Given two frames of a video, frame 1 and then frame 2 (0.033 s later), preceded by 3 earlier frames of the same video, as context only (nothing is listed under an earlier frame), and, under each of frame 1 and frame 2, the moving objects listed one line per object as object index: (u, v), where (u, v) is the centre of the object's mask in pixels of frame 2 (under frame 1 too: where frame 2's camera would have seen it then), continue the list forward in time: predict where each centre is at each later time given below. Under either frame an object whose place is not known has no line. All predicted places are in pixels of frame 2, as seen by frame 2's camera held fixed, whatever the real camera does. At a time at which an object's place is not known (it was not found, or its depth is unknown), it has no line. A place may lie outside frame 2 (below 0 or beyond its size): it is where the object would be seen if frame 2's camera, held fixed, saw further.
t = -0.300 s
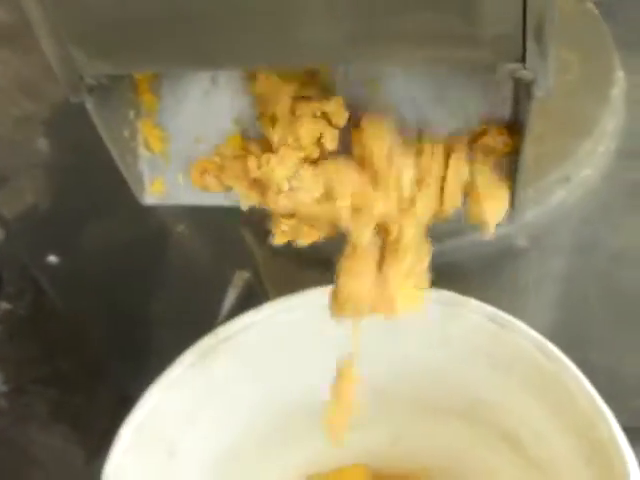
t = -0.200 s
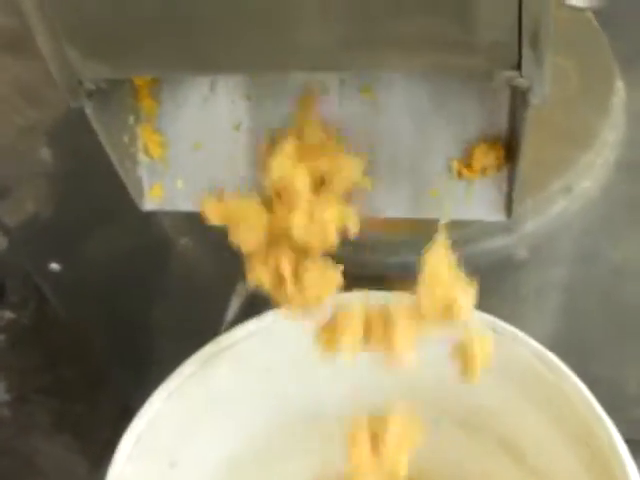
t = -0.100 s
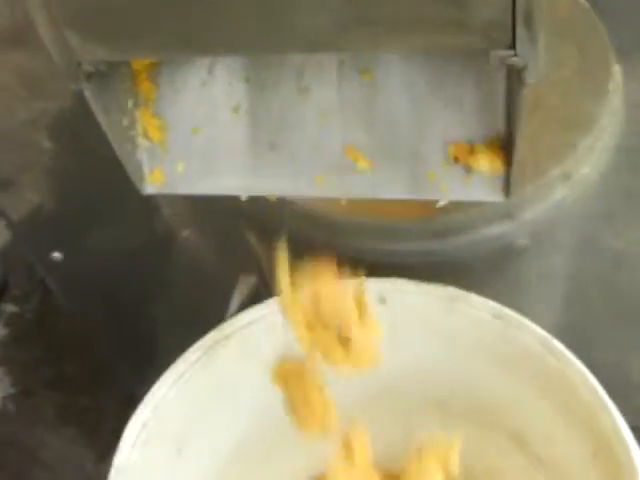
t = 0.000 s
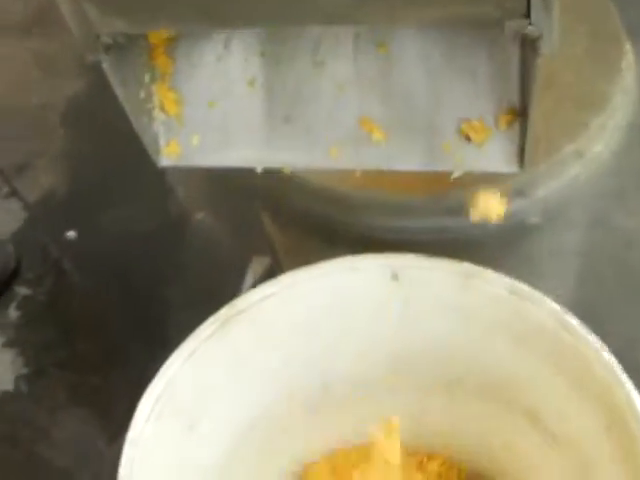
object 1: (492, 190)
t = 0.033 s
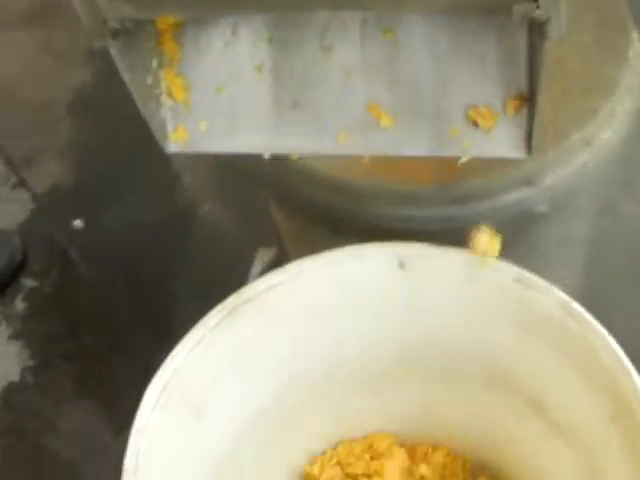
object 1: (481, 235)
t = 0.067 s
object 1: (472, 296)
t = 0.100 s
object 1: (465, 365)
